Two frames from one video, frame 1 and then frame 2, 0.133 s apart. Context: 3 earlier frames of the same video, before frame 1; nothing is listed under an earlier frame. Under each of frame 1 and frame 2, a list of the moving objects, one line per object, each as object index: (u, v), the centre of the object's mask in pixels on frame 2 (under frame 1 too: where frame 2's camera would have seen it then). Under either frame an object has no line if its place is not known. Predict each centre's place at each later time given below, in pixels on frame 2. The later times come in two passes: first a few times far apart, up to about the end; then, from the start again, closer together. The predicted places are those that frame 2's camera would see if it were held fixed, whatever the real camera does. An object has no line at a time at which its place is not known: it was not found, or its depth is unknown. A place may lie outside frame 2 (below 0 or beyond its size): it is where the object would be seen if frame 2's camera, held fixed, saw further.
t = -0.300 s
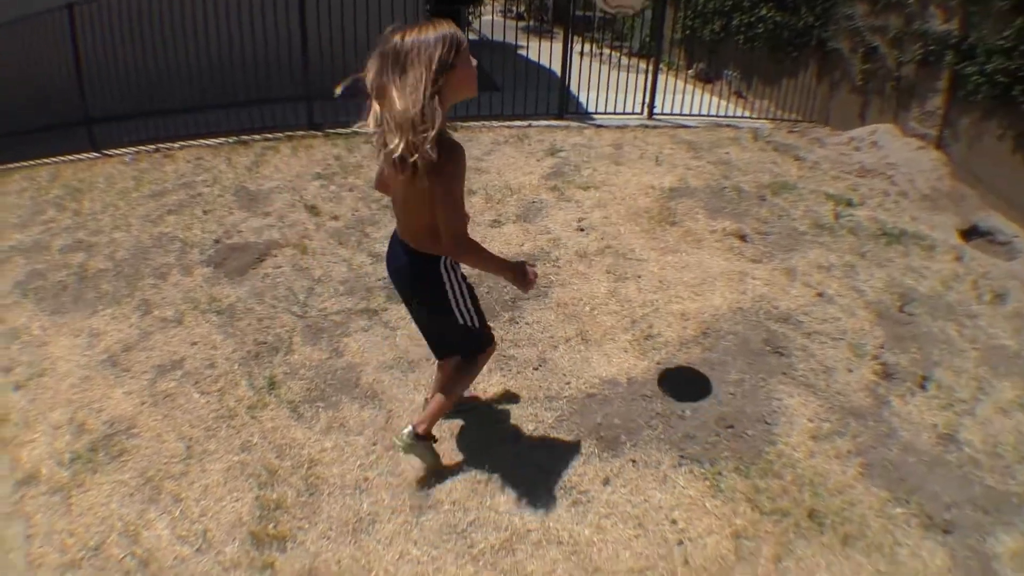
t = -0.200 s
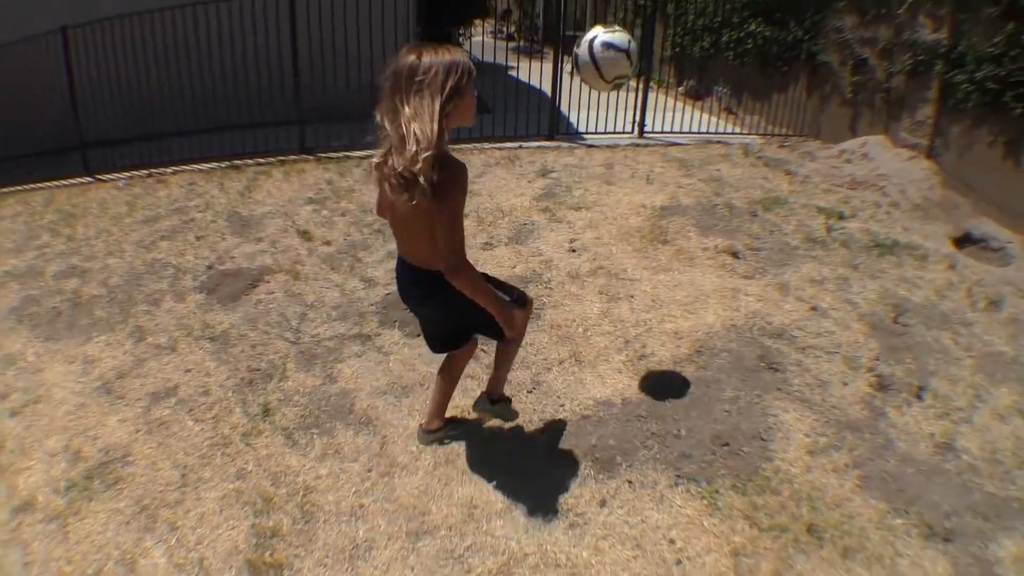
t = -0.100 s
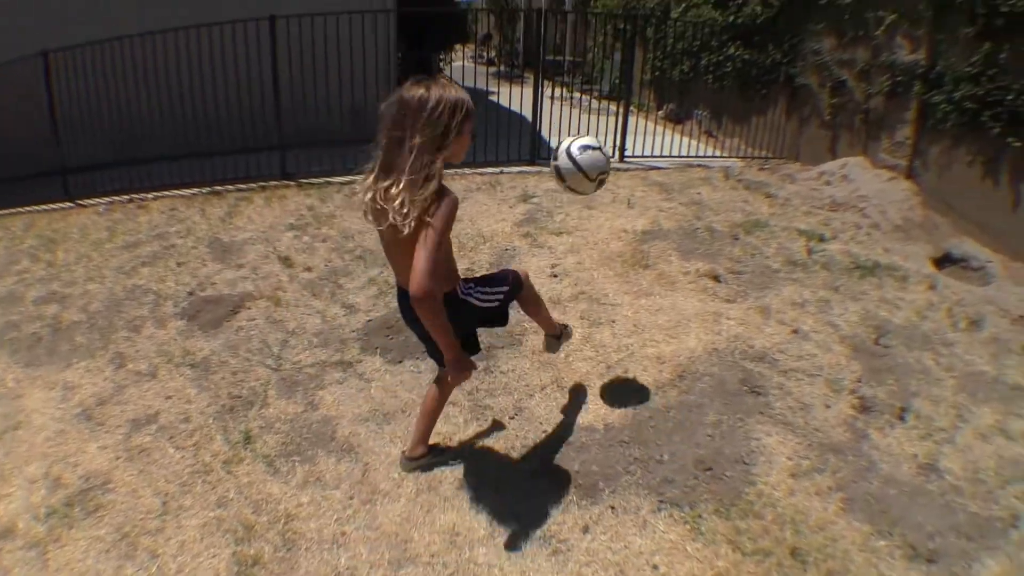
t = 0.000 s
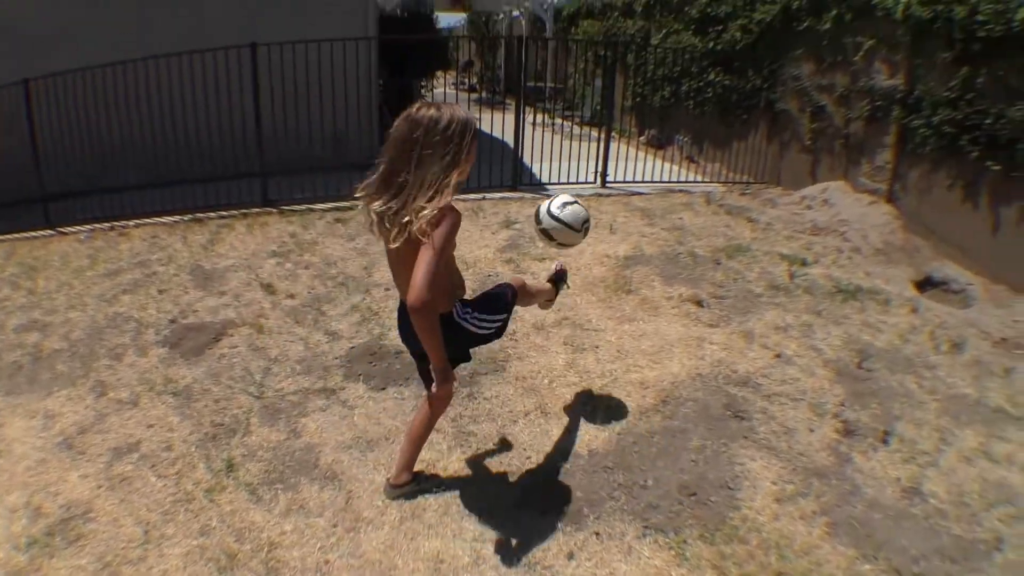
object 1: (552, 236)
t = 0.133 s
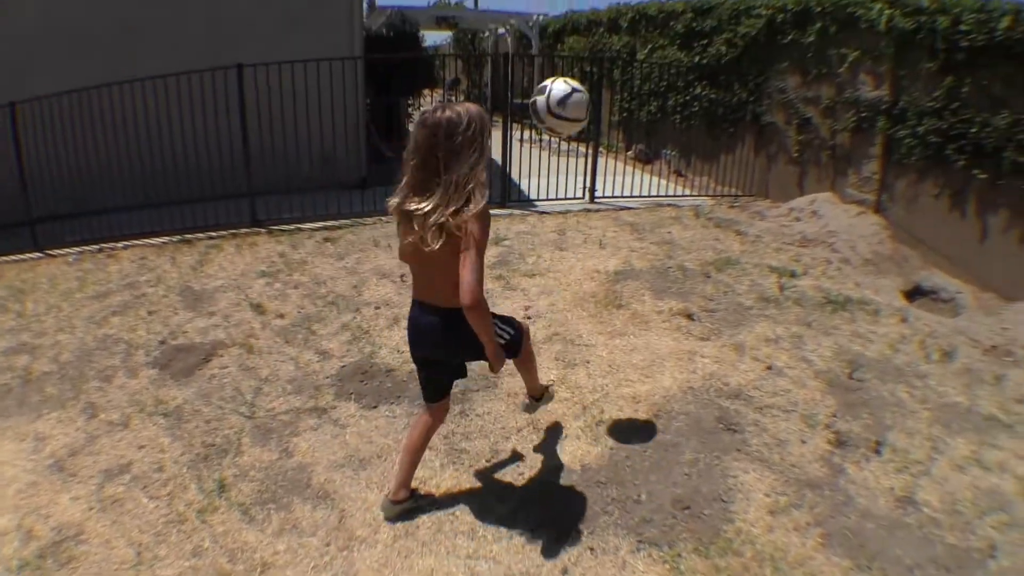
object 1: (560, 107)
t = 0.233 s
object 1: (563, 34)
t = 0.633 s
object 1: (579, 22)
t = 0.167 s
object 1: (561, 80)
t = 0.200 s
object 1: (563, 55)
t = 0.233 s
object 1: (563, 34)
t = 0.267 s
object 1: (565, 17)
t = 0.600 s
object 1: (579, 6)
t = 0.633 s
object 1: (579, 22)
